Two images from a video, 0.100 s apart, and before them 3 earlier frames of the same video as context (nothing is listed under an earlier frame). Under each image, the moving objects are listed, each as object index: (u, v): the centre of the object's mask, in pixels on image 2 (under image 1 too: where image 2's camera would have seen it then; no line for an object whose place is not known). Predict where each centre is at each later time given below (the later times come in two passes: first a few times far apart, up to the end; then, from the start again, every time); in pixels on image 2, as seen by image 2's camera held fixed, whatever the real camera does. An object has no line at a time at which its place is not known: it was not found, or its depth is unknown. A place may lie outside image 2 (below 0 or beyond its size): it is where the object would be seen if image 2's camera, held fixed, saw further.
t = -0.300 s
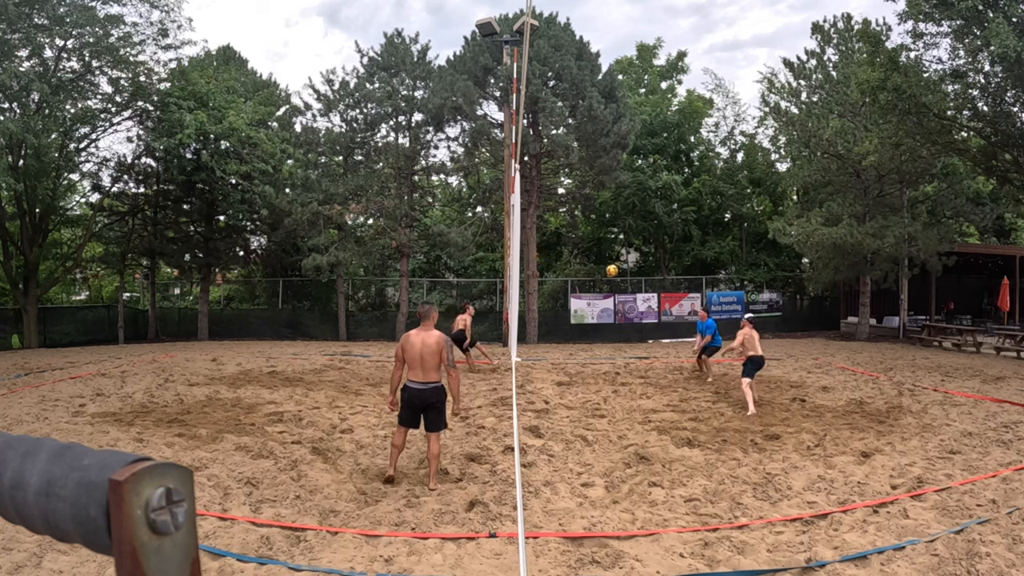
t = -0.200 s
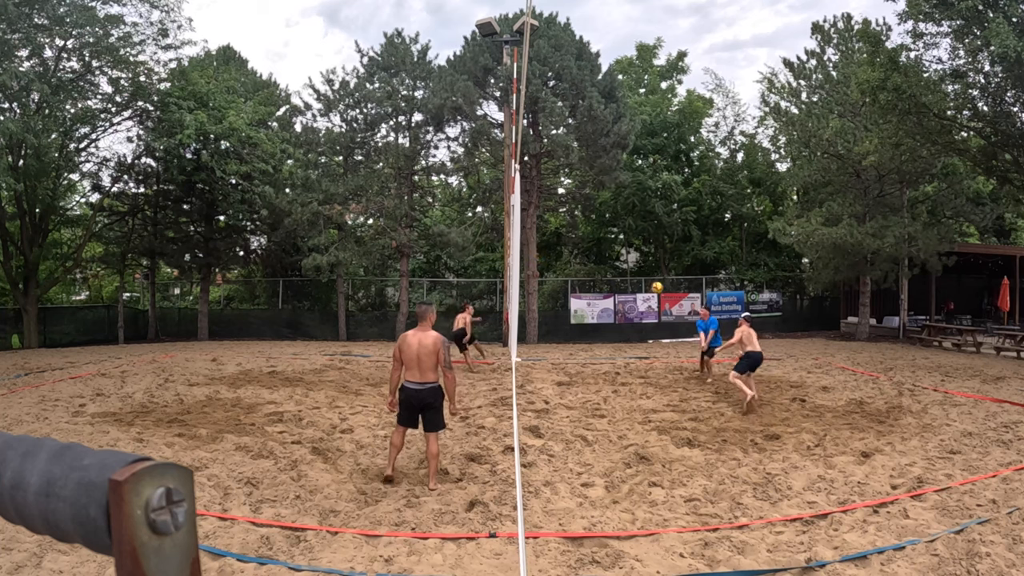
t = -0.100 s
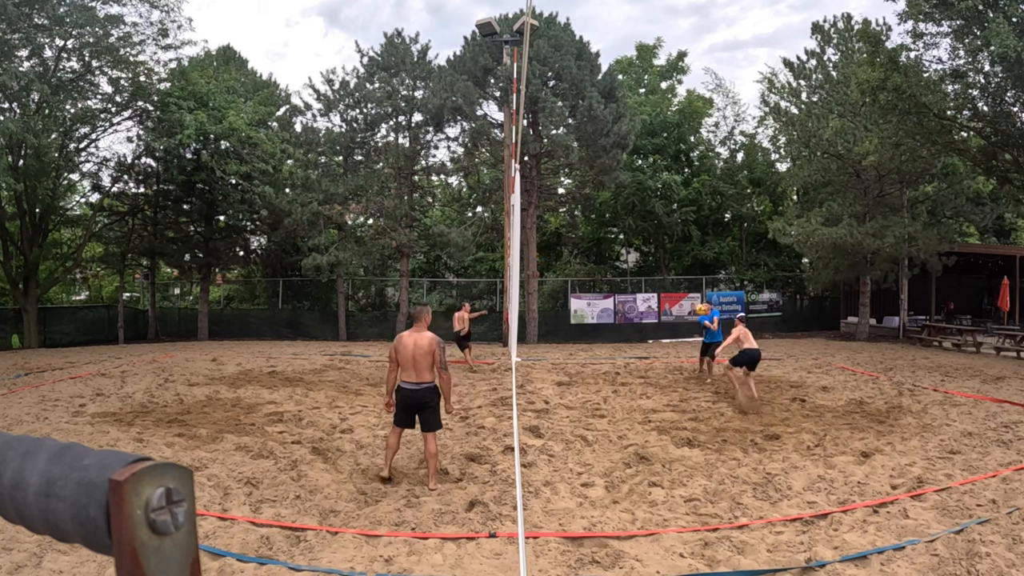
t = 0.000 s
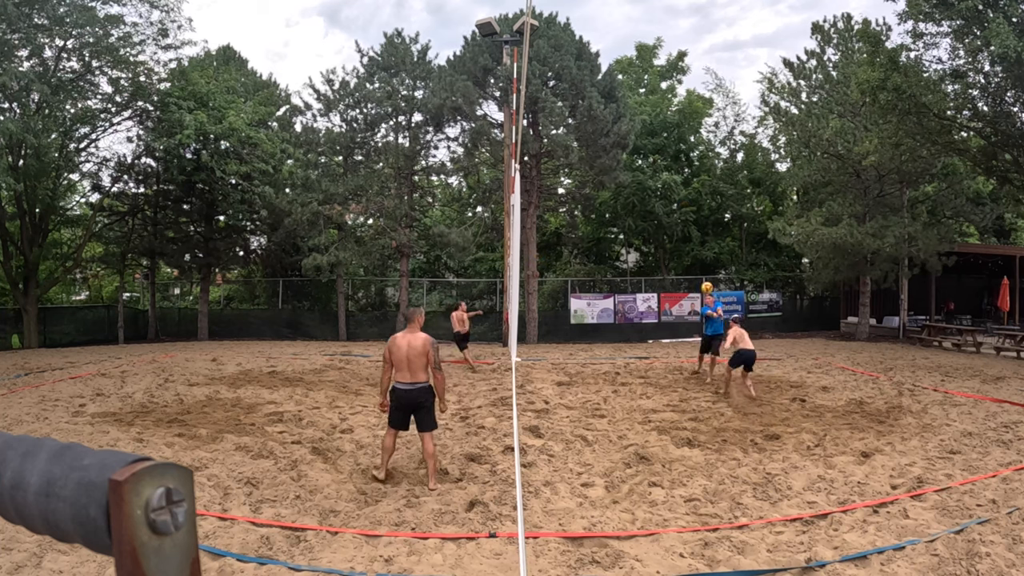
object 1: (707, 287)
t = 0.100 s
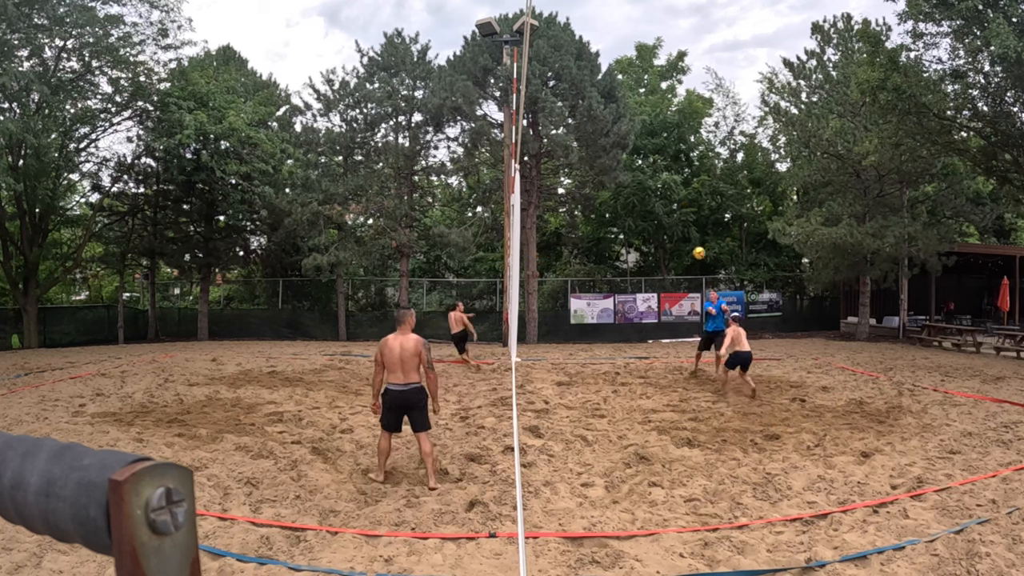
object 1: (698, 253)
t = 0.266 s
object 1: (684, 207)
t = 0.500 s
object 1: (664, 166)
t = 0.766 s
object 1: (639, 154)
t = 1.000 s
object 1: (619, 176)
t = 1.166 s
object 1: (604, 211)
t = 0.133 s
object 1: (696, 243)
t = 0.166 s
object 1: (693, 232)
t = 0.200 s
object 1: (690, 223)
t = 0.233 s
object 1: (687, 215)
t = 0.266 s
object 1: (684, 207)
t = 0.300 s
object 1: (681, 199)
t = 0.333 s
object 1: (678, 192)
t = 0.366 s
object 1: (675, 186)
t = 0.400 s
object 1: (672, 180)
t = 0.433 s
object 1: (669, 174)
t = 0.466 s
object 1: (666, 170)
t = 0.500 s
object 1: (664, 166)
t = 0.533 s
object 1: (660, 163)
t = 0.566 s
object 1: (658, 160)
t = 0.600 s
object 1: (654, 157)
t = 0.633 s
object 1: (651, 156)
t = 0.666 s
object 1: (648, 155)
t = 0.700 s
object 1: (646, 154)
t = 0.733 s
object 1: (642, 154)
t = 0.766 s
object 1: (639, 154)
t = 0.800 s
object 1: (636, 155)
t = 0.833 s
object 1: (633, 157)
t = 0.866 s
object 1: (630, 160)
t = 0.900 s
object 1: (628, 163)
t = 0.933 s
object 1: (625, 166)
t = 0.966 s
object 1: (621, 171)
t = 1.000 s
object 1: (619, 176)
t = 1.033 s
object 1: (616, 182)
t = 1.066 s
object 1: (613, 188)
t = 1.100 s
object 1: (610, 195)
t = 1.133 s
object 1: (607, 203)
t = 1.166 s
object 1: (604, 211)
